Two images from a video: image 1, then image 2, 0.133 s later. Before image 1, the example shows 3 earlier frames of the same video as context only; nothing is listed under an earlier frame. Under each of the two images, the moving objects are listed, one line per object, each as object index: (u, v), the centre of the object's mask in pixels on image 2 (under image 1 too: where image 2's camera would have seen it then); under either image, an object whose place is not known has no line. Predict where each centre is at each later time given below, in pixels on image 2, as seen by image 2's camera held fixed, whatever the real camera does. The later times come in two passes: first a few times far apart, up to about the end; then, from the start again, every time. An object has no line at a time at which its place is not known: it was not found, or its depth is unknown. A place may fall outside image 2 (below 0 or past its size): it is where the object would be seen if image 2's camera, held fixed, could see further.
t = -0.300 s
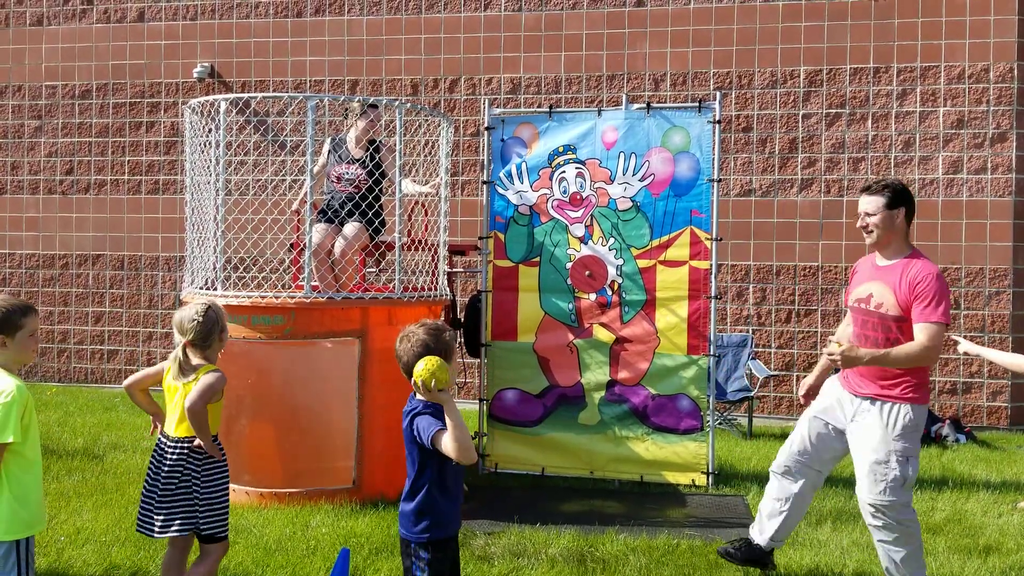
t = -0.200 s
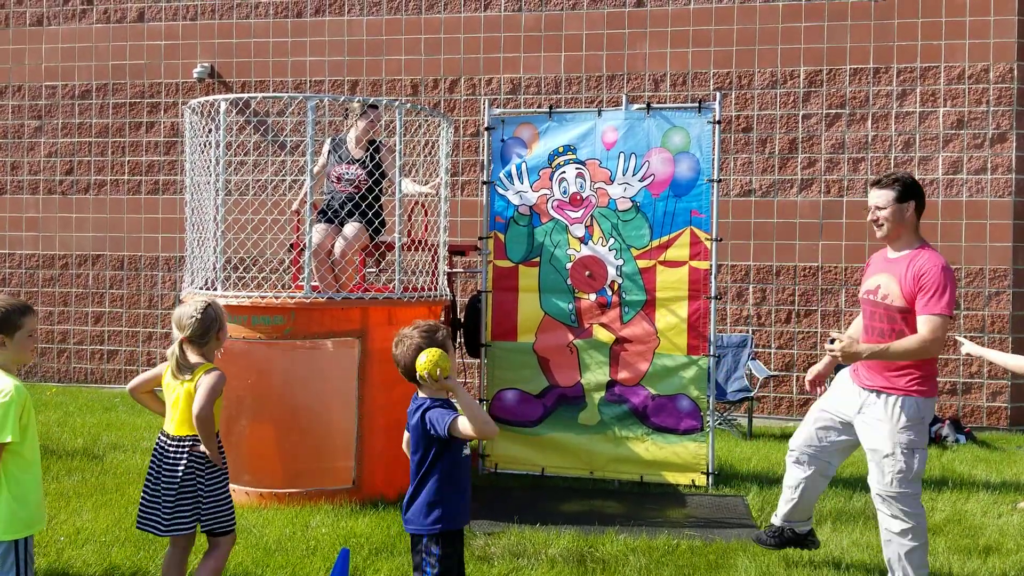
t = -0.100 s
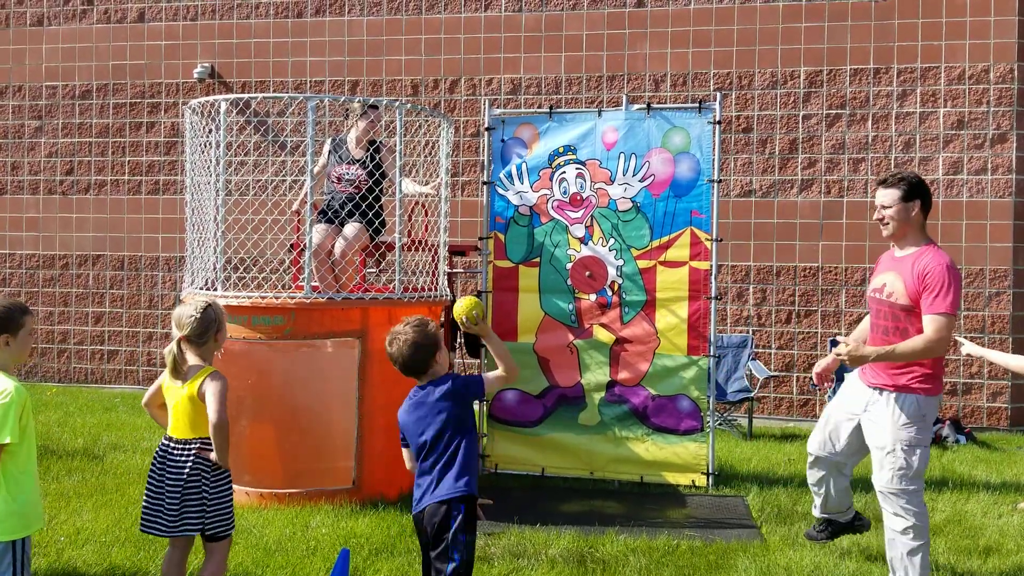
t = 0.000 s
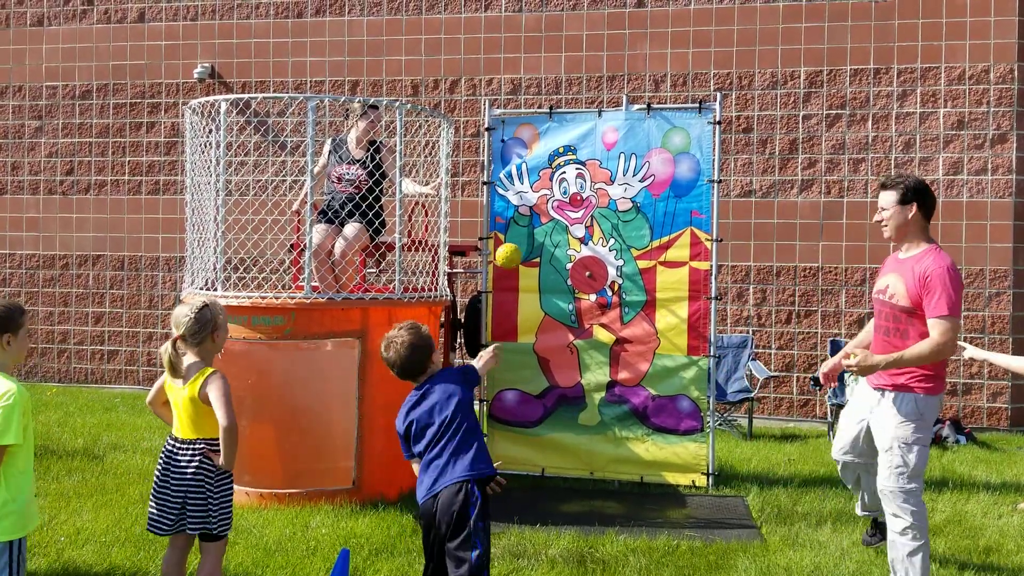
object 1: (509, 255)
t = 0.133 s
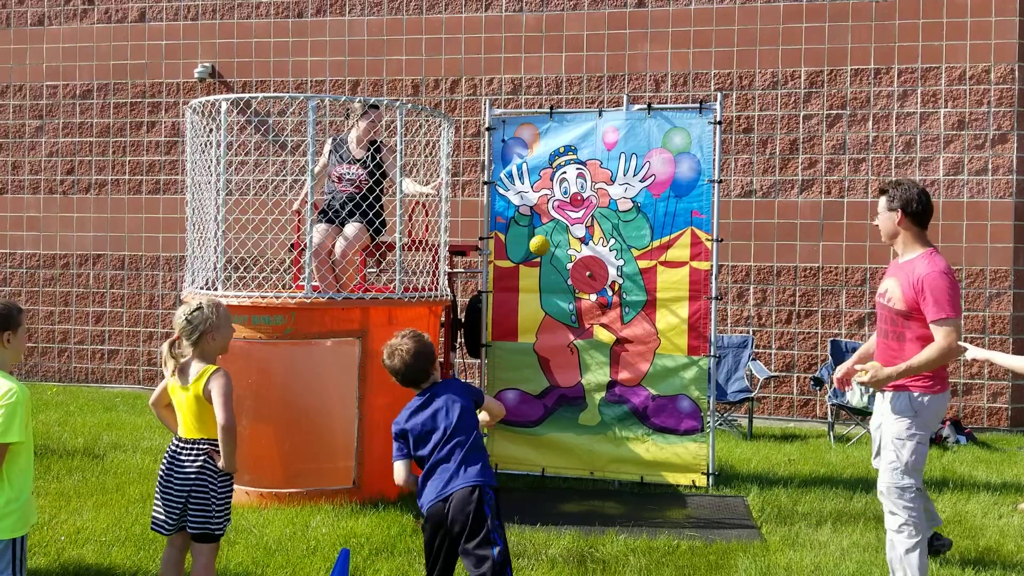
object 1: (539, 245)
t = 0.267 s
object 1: (559, 269)
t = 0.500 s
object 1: (490, 367)
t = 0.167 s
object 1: (545, 249)
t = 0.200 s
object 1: (550, 254)
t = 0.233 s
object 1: (555, 260)
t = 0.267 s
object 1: (559, 269)
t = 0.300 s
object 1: (563, 278)
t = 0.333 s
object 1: (556, 290)
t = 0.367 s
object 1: (545, 302)
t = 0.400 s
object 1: (532, 316)
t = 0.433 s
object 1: (519, 331)
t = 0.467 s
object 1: (503, 348)
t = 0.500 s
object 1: (490, 367)
